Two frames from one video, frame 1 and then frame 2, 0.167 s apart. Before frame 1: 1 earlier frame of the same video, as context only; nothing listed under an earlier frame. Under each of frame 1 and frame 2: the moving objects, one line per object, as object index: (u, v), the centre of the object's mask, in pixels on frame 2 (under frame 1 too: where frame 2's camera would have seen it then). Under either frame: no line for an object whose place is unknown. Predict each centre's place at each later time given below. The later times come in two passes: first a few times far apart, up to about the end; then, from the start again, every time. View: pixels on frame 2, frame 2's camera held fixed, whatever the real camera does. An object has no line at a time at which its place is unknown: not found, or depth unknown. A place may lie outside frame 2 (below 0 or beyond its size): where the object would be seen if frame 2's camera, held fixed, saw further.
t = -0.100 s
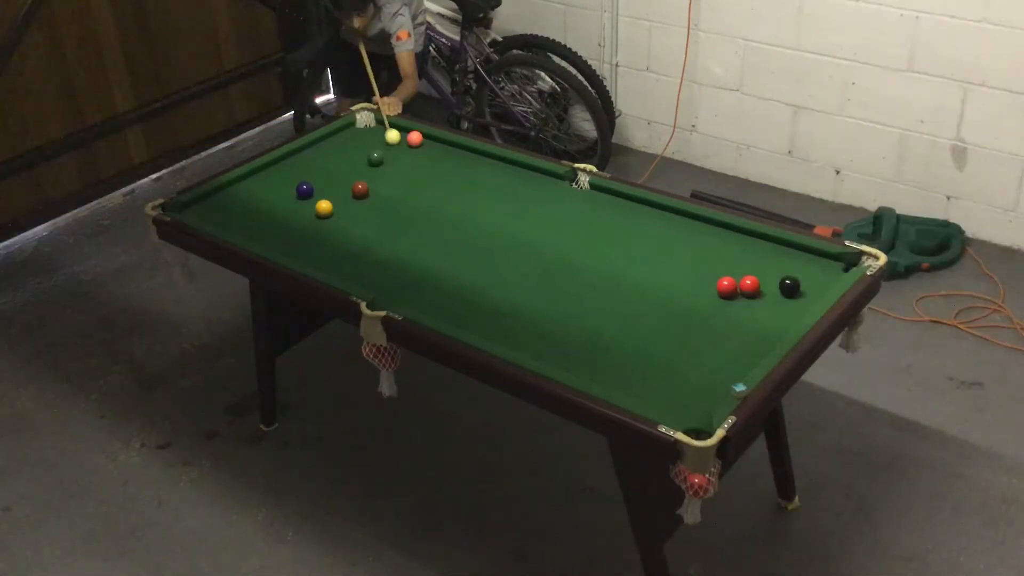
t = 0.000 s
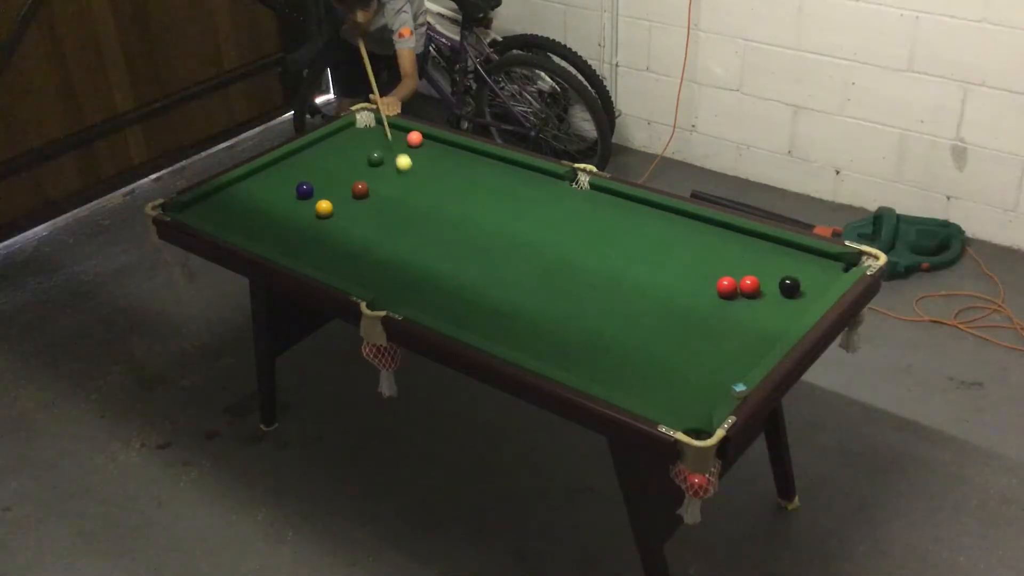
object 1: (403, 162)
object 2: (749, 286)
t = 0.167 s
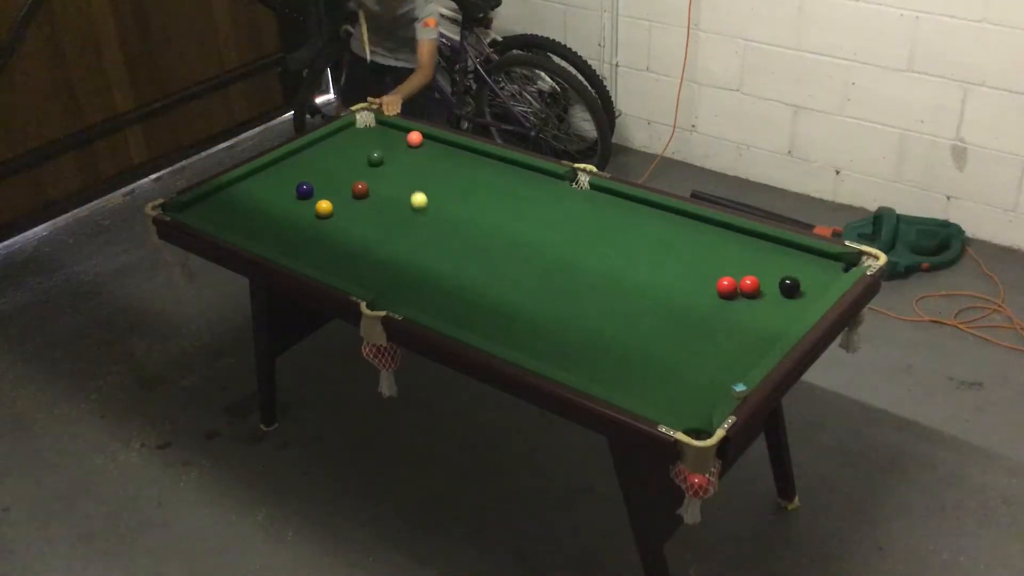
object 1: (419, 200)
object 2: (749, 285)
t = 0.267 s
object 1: (427, 223)
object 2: (749, 285)
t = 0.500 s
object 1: (449, 279)
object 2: (749, 285)
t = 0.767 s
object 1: (502, 325)
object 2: (749, 285)
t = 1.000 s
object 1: (580, 326)
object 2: (749, 286)
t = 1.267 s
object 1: (664, 326)
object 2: (749, 286)
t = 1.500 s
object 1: (735, 326)
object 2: (749, 286)
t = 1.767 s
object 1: (774, 314)
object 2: (749, 286)
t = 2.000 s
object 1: (760, 297)
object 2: (746, 281)
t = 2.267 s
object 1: (757, 293)
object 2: (737, 269)
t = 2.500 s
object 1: (755, 291)
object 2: (730, 259)
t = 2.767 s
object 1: (753, 290)
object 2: (721, 249)
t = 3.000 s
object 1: (753, 290)
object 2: (714, 241)
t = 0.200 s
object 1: (422, 207)
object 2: (749, 285)
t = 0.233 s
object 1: (424, 215)
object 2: (749, 285)
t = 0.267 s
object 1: (427, 223)
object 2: (749, 285)
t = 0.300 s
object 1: (430, 230)
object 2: (749, 285)
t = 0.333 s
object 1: (433, 238)
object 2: (749, 286)
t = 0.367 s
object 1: (436, 246)
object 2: (749, 286)
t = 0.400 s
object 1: (439, 254)
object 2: (749, 286)
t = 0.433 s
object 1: (442, 262)
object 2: (749, 286)
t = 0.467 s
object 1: (446, 270)
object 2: (749, 286)
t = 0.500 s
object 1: (449, 279)
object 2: (749, 285)
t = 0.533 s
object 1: (452, 288)
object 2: (749, 285)
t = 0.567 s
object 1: (455, 297)
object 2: (749, 285)
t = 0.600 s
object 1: (459, 306)
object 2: (749, 285)
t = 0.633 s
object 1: (462, 315)
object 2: (749, 285)
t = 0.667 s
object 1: (466, 323)
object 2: (749, 285)
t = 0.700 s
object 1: (478, 325)
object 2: (749, 285)
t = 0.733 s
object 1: (490, 325)
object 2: (749, 285)
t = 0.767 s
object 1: (502, 325)
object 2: (749, 285)
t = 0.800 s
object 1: (513, 325)
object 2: (749, 285)
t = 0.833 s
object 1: (524, 326)
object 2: (749, 285)
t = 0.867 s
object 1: (535, 326)
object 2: (749, 285)
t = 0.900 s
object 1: (546, 326)
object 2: (749, 285)
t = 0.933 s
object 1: (558, 326)
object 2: (749, 285)
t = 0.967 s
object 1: (568, 326)
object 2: (749, 285)
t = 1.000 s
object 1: (580, 326)
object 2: (749, 286)
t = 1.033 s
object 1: (590, 326)
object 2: (749, 286)
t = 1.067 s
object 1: (601, 326)
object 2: (749, 286)
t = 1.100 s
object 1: (612, 326)
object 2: (749, 286)
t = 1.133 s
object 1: (622, 326)
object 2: (749, 286)
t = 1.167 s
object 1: (633, 326)
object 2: (749, 286)
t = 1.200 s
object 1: (644, 326)
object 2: (749, 286)
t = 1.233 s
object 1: (654, 326)
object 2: (749, 286)
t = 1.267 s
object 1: (664, 326)
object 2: (749, 286)
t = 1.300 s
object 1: (674, 326)
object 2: (749, 286)
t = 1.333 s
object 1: (685, 326)
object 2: (749, 286)
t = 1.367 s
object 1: (695, 326)
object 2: (749, 286)
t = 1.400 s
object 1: (705, 326)
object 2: (749, 286)
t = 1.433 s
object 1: (715, 326)
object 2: (749, 286)
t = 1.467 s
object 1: (725, 326)
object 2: (749, 286)
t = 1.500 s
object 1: (735, 326)
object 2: (749, 286)
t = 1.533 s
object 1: (745, 326)
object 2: (749, 286)
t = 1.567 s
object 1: (755, 326)
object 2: (749, 286)
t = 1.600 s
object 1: (765, 326)
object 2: (749, 286)
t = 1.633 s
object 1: (775, 326)
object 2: (749, 286)
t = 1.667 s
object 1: (783, 324)
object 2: (749, 286)
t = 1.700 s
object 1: (780, 322)
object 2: (749, 286)
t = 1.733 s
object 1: (777, 318)
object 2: (749, 286)
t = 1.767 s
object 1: (774, 314)
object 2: (749, 286)
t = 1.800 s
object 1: (771, 311)
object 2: (749, 286)
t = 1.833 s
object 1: (769, 308)
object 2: (749, 286)
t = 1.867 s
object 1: (766, 305)
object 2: (749, 286)
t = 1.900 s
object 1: (764, 302)
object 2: (749, 286)
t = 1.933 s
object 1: (761, 298)
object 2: (748, 285)
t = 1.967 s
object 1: (760, 297)
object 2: (747, 283)
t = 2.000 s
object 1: (760, 297)
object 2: (746, 281)
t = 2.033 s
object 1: (759, 296)
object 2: (746, 280)
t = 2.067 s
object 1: (759, 296)
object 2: (745, 279)
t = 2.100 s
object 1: (759, 296)
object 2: (744, 277)
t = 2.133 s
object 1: (758, 295)
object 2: (743, 276)
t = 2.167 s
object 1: (758, 295)
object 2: (741, 273)
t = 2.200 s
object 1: (757, 294)
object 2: (740, 272)
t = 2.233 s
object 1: (757, 293)
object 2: (739, 270)
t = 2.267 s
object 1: (757, 293)
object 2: (737, 269)
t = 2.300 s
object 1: (756, 293)
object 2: (736, 267)
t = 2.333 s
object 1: (756, 292)
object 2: (735, 266)
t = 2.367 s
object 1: (756, 292)
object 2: (734, 265)
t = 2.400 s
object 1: (755, 291)
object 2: (733, 263)
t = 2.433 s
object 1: (755, 291)
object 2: (732, 262)
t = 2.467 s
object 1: (755, 291)
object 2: (731, 260)
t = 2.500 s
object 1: (755, 291)
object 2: (730, 259)
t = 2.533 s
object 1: (755, 291)
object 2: (729, 257)
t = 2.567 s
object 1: (754, 290)
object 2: (727, 256)
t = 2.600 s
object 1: (754, 290)
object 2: (727, 255)
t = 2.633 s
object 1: (754, 290)
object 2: (725, 253)
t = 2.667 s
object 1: (754, 290)
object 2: (724, 252)
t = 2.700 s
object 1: (754, 290)
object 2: (723, 251)
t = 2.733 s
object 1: (754, 290)
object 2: (722, 250)
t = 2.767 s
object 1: (753, 290)
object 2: (721, 249)
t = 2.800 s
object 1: (753, 290)
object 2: (720, 247)
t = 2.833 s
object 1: (753, 290)
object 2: (719, 246)
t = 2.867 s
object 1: (753, 290)
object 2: (718, 245)
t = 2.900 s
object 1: (753, 290)
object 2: (717, 244)
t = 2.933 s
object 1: (753, 290)
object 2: (716, 243)
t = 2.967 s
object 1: (753, 290)
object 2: (715, 242)
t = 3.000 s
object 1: (753, 290)
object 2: (714, 241)
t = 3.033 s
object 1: (753, 290)
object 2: (713, 240)
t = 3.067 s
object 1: (753, 290)
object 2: (712, 239)
